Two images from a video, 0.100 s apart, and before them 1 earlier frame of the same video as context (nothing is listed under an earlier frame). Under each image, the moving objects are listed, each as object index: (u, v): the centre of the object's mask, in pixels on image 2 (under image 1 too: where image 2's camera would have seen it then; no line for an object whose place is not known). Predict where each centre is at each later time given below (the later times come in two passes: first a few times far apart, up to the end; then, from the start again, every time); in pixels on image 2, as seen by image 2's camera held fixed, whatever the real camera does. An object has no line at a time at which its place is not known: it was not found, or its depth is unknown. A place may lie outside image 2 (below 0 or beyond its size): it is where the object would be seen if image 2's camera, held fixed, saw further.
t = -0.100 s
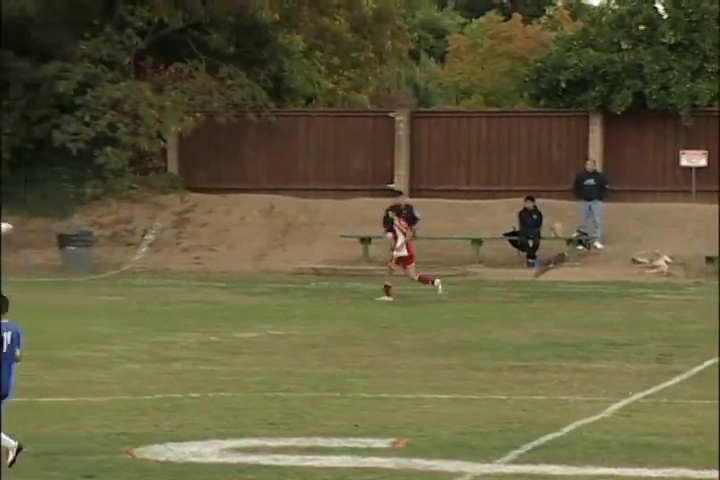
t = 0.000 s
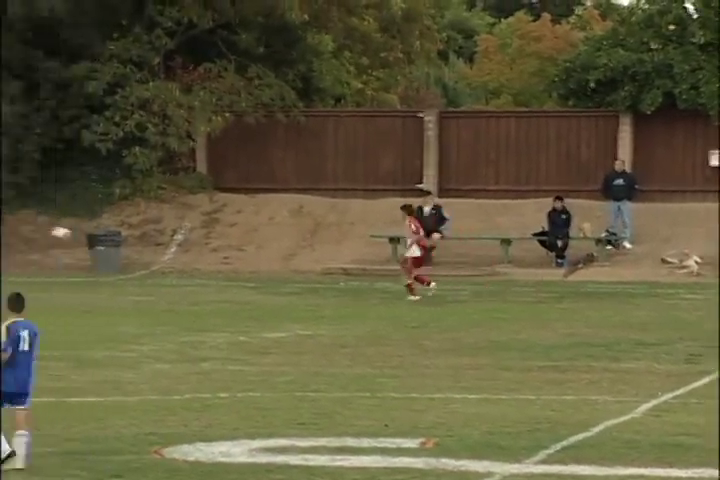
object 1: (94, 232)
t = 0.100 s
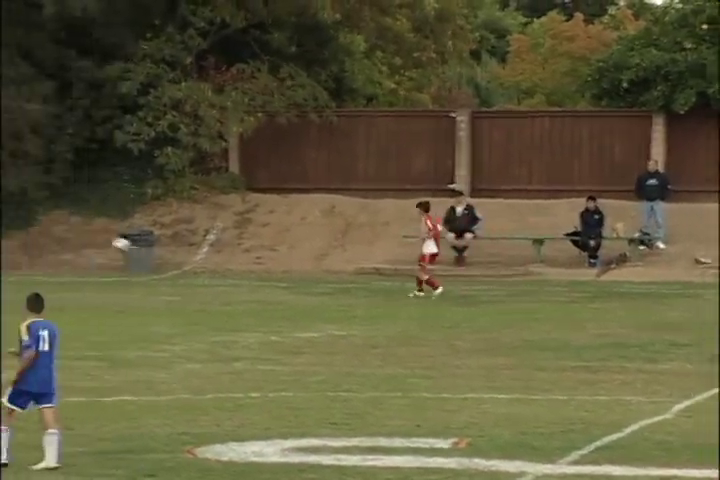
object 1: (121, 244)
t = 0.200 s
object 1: (147, 261)
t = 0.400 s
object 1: (201, 278)
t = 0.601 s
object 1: (257, 266)
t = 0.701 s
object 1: (285, 269)
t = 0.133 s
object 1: (129, 249)
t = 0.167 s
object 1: (137, 254)
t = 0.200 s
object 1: (147, 261)
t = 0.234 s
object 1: (155, 268)
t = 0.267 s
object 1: (164, 275)
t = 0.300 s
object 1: (173, 284)
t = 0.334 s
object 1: (182, 287)
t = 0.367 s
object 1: (192, 281)
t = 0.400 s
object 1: (201, 278)
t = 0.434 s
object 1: (210, 274)
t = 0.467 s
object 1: (219, 271)
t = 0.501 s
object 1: (229, 269)
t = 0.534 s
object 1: (238, 267)
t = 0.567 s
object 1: (248, 266)
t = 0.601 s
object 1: (257, 266)
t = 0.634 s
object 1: (266, 266)
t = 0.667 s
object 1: (275, 267)
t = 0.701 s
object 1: (285, 269)
